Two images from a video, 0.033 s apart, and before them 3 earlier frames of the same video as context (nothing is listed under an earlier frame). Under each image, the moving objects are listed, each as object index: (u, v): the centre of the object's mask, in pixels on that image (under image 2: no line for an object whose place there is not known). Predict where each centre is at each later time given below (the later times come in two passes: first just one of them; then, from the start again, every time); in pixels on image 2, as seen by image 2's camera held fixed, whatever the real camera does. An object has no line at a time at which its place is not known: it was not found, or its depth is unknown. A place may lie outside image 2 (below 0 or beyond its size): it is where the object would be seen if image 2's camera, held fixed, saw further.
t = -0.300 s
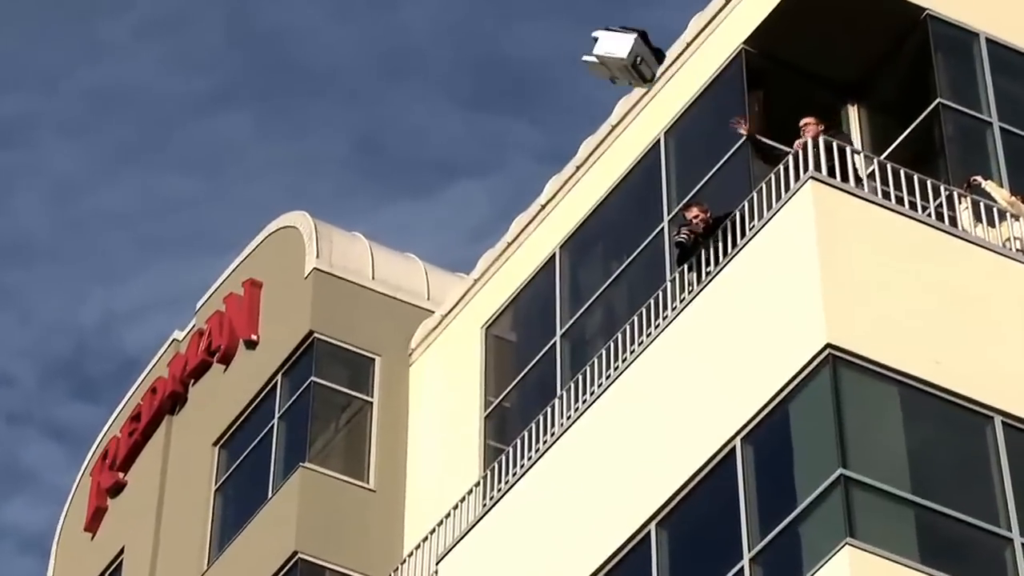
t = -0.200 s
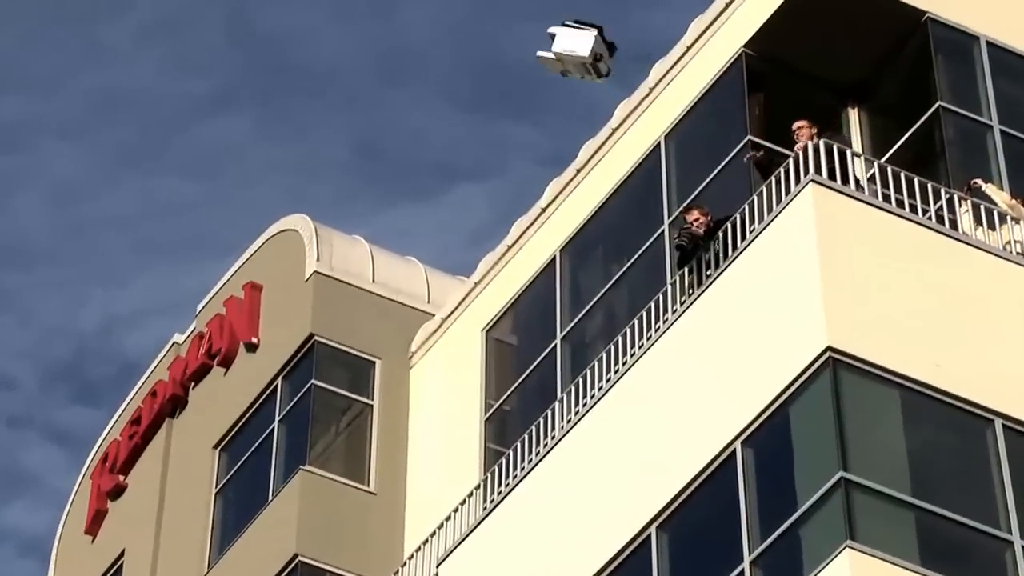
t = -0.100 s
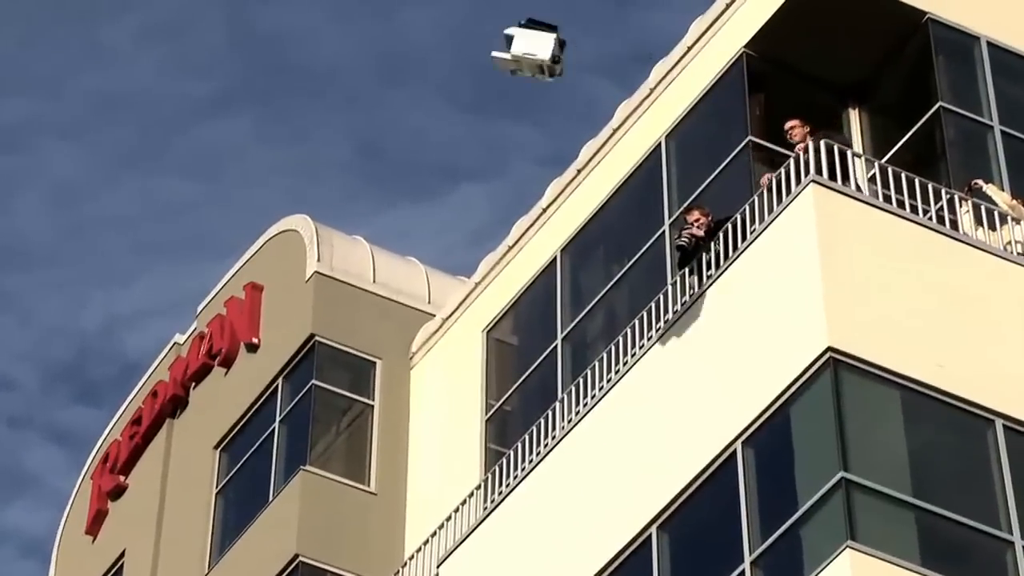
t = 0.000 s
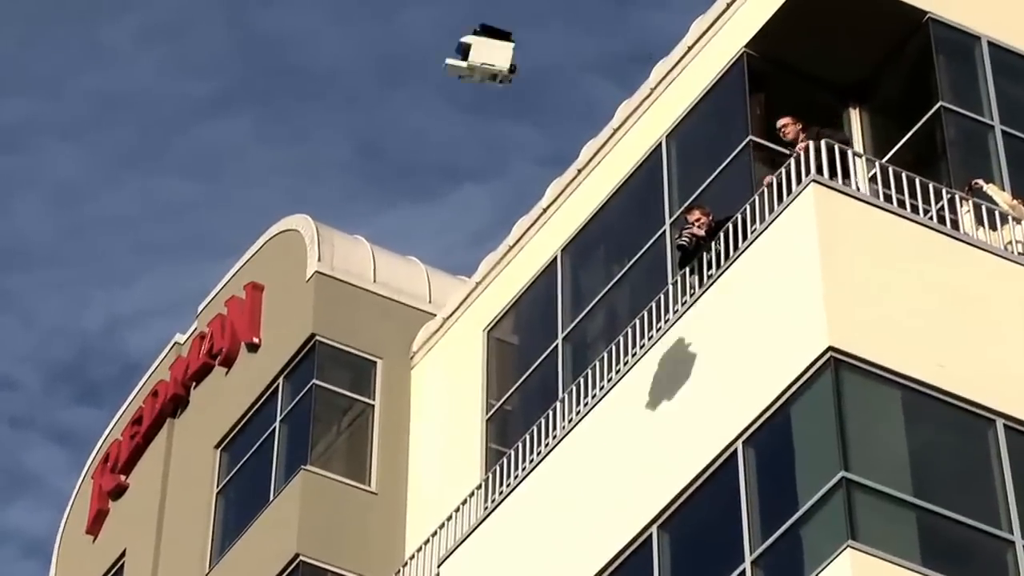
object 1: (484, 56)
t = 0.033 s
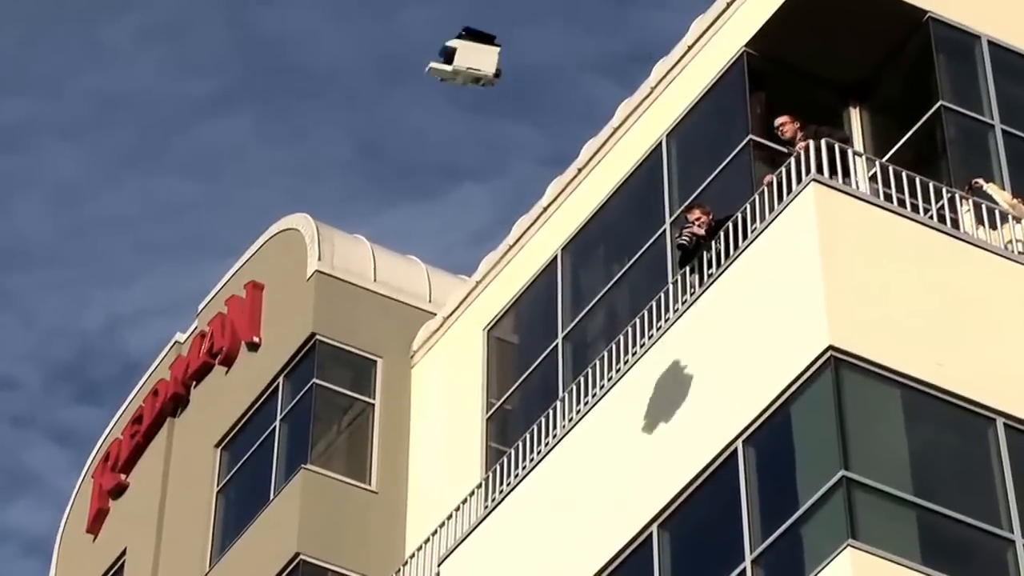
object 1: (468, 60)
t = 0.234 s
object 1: (363, 100)
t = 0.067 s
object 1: (452, 64)
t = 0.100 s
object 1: (435, 69)
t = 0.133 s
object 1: (417, 76)
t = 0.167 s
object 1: (400, 83)
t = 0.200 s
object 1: (382, 91)
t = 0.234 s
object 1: (363, 100)
